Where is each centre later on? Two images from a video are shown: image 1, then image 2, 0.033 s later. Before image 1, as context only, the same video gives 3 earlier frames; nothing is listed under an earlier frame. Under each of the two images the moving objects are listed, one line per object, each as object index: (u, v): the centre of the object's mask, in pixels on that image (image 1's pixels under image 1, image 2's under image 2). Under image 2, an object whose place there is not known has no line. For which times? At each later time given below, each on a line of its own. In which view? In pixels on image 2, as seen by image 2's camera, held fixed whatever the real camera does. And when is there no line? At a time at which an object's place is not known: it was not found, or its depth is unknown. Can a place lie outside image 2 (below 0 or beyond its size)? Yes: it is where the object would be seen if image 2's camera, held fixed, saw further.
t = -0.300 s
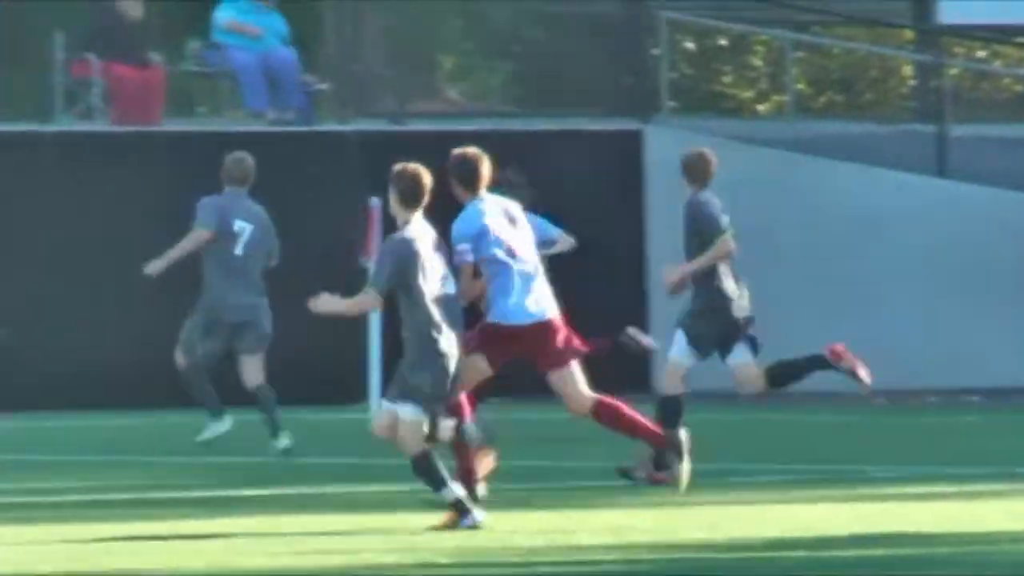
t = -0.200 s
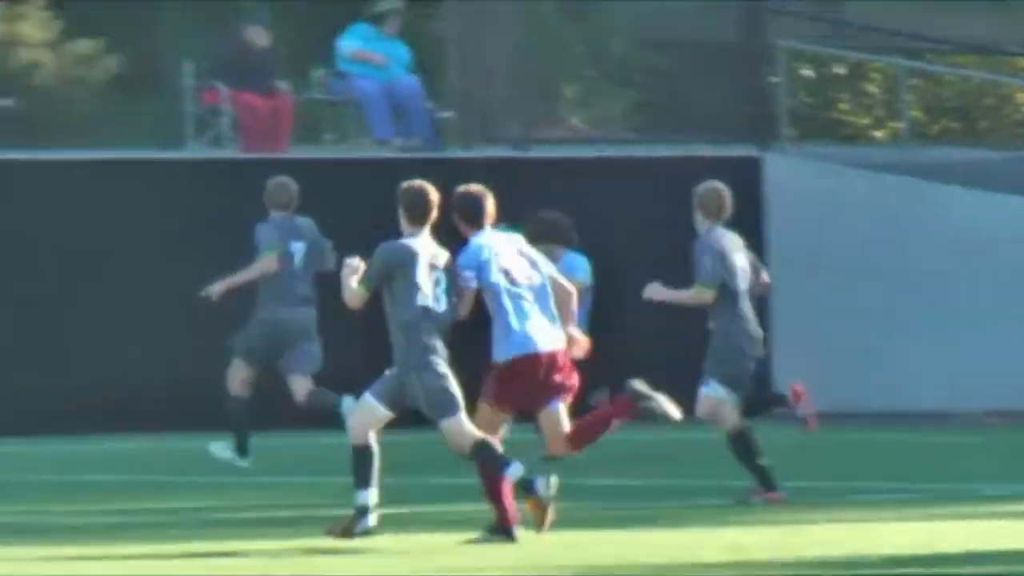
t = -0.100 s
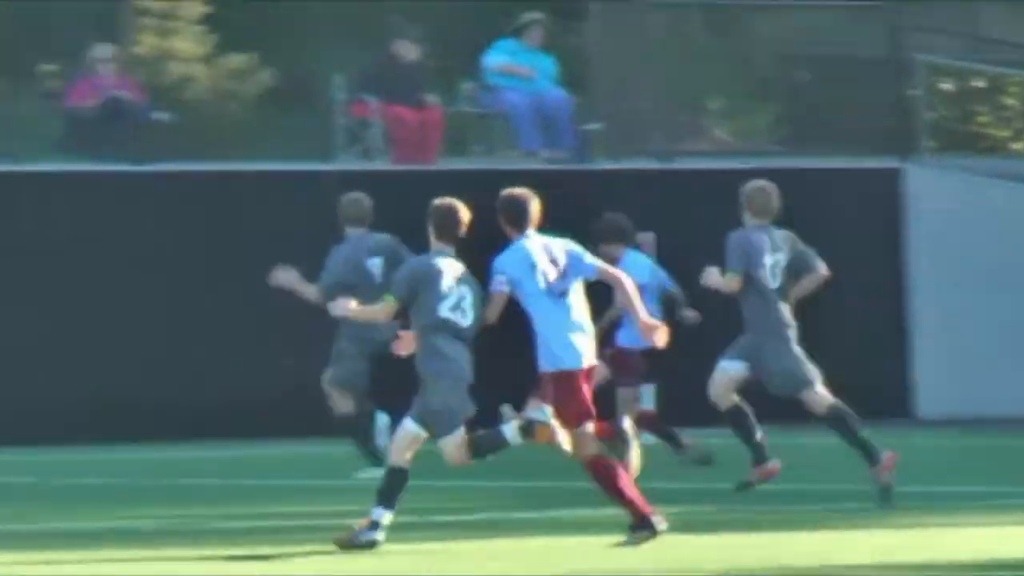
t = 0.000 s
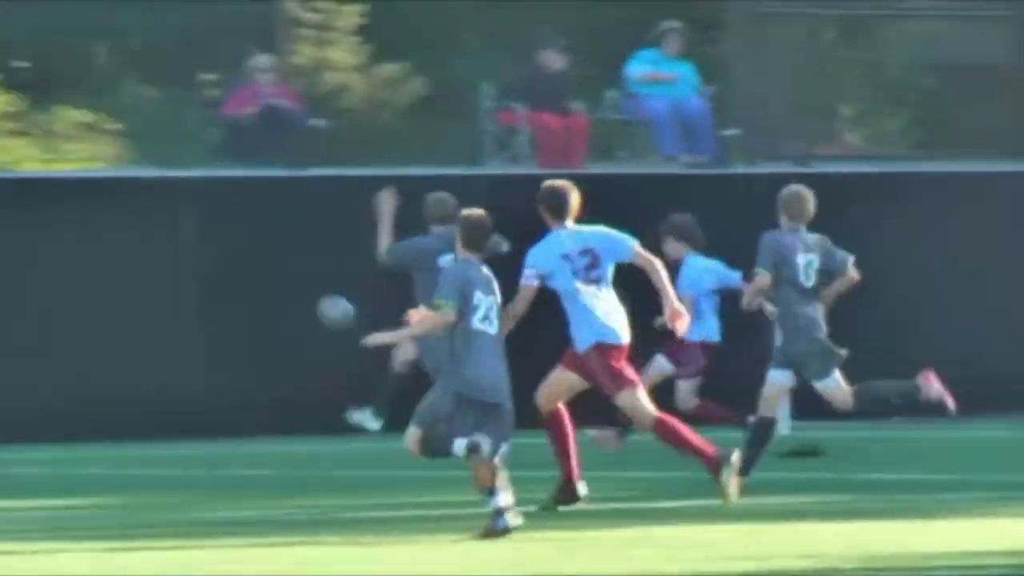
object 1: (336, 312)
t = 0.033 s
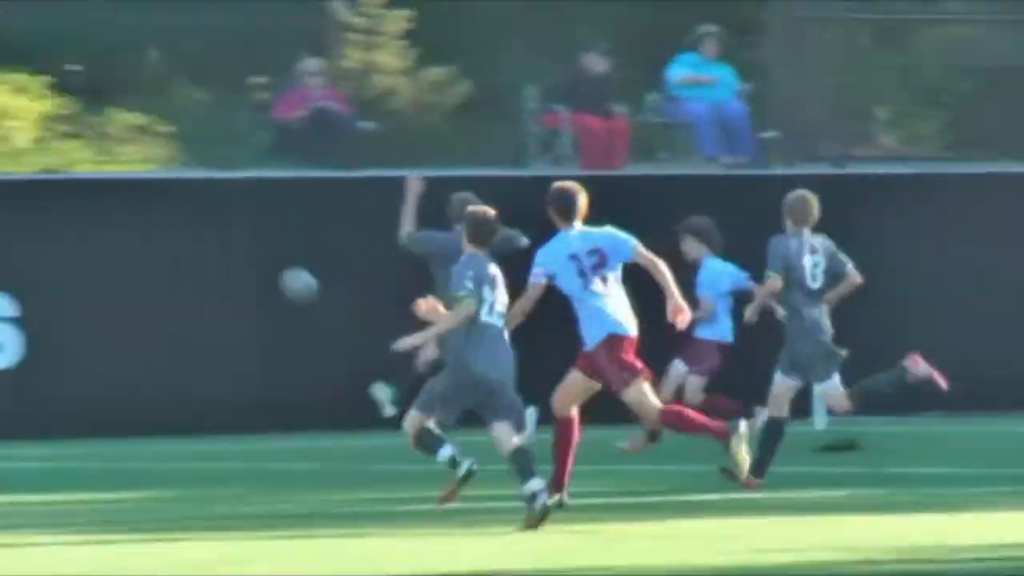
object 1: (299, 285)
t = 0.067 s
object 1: (212, 260)
